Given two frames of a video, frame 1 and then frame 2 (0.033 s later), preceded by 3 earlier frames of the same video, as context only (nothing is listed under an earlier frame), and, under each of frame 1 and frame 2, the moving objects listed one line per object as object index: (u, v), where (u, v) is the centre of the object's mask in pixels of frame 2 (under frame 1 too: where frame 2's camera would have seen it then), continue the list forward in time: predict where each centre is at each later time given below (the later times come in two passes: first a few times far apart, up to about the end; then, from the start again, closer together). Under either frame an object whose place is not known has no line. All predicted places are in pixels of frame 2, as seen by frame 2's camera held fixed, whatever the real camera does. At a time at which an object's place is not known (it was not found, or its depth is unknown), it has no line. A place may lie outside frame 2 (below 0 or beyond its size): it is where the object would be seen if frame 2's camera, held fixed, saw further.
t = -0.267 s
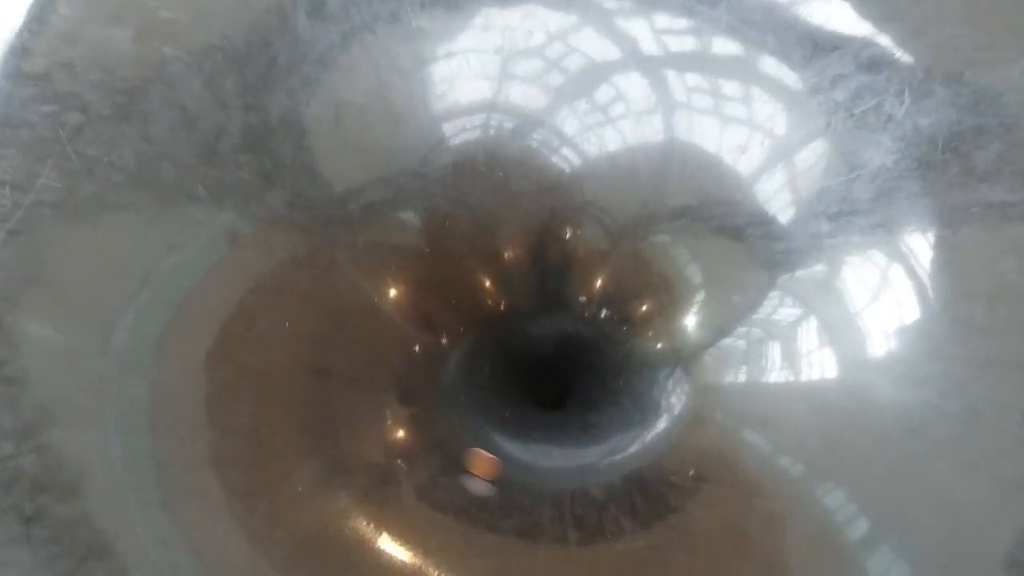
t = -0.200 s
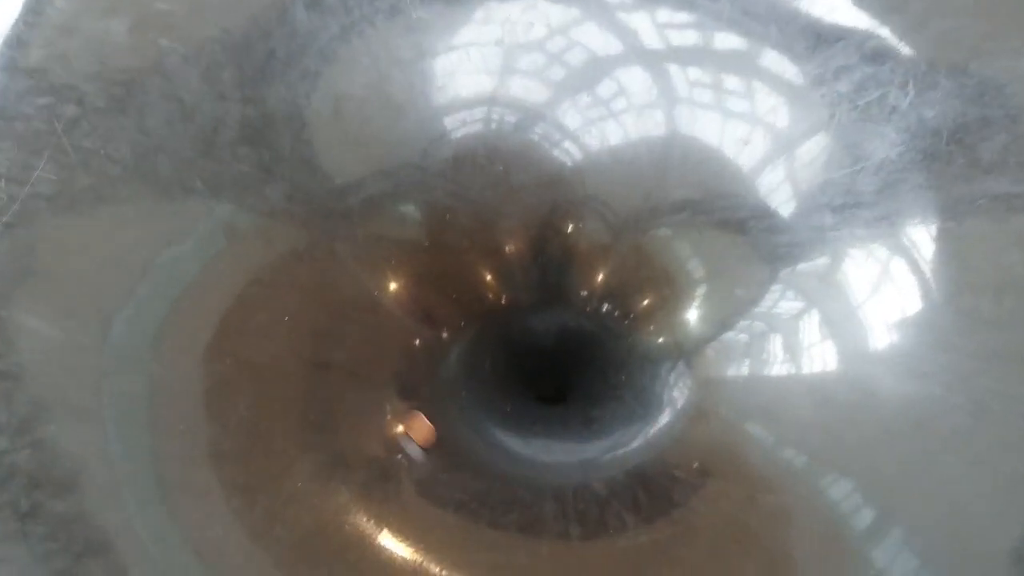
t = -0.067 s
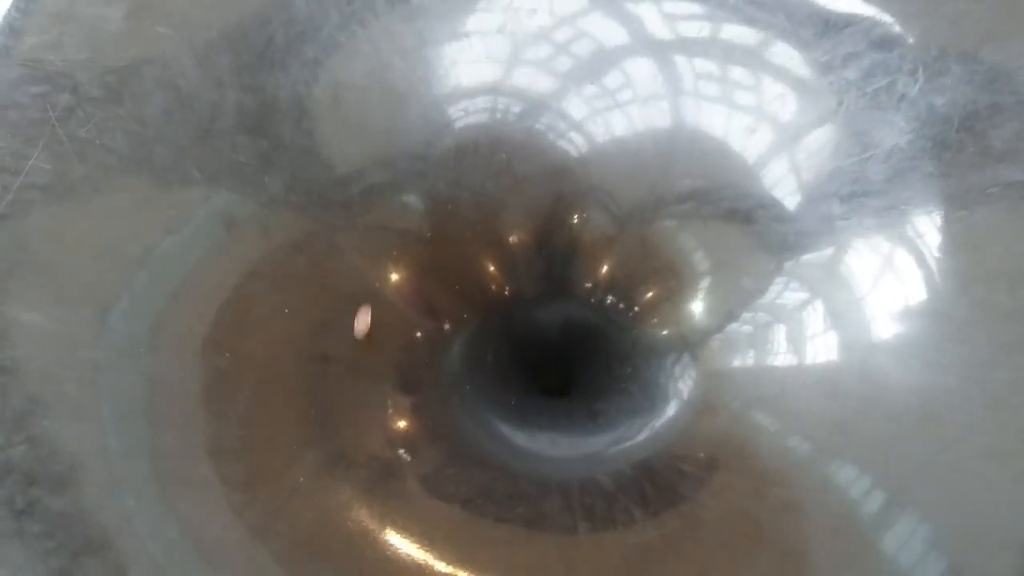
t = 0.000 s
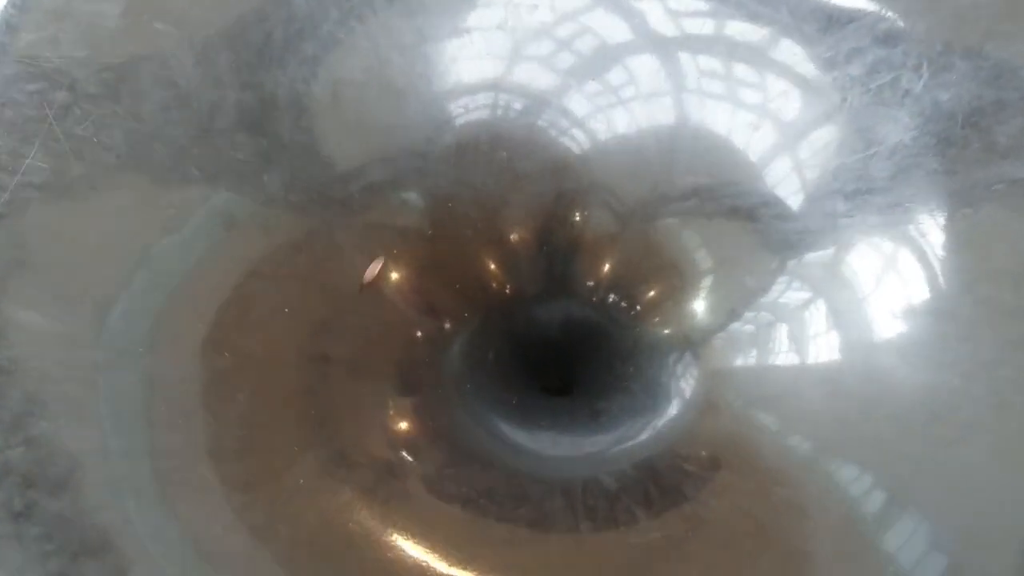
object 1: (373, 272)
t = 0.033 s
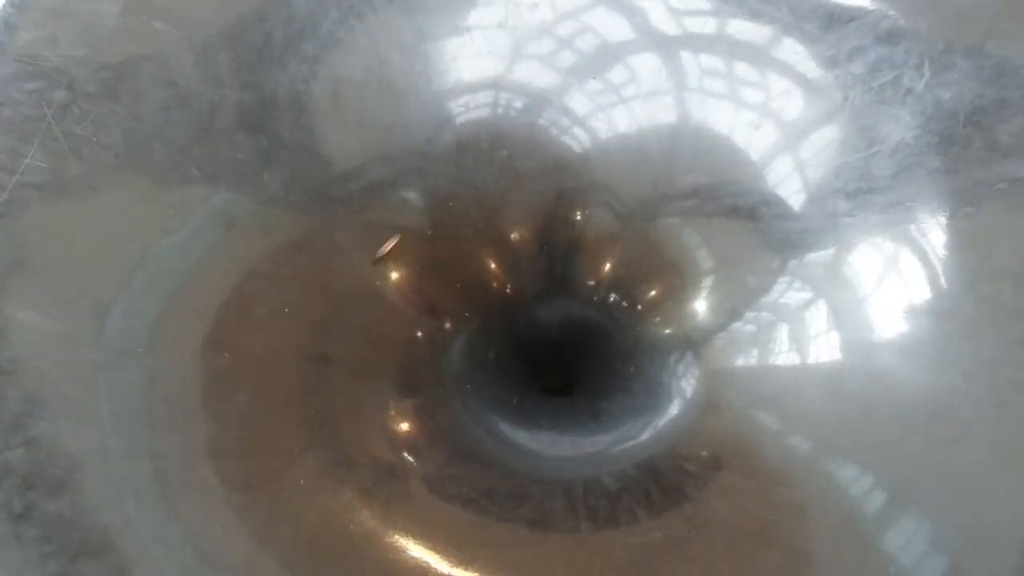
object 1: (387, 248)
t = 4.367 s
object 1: (575, 239)
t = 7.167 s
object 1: (535, 274)
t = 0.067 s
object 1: (406, 229)
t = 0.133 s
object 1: (457, 198)
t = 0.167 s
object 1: (486, 190)
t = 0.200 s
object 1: (517, 184)
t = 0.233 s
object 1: (551, 184)
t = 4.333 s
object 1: (547, 236)
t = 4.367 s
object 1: (575, 239)
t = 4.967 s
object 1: (553, 259)
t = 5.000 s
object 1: (584, 261)
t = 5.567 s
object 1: (559, 251)
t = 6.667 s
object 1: (553, 273)
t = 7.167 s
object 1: (535, 274)
